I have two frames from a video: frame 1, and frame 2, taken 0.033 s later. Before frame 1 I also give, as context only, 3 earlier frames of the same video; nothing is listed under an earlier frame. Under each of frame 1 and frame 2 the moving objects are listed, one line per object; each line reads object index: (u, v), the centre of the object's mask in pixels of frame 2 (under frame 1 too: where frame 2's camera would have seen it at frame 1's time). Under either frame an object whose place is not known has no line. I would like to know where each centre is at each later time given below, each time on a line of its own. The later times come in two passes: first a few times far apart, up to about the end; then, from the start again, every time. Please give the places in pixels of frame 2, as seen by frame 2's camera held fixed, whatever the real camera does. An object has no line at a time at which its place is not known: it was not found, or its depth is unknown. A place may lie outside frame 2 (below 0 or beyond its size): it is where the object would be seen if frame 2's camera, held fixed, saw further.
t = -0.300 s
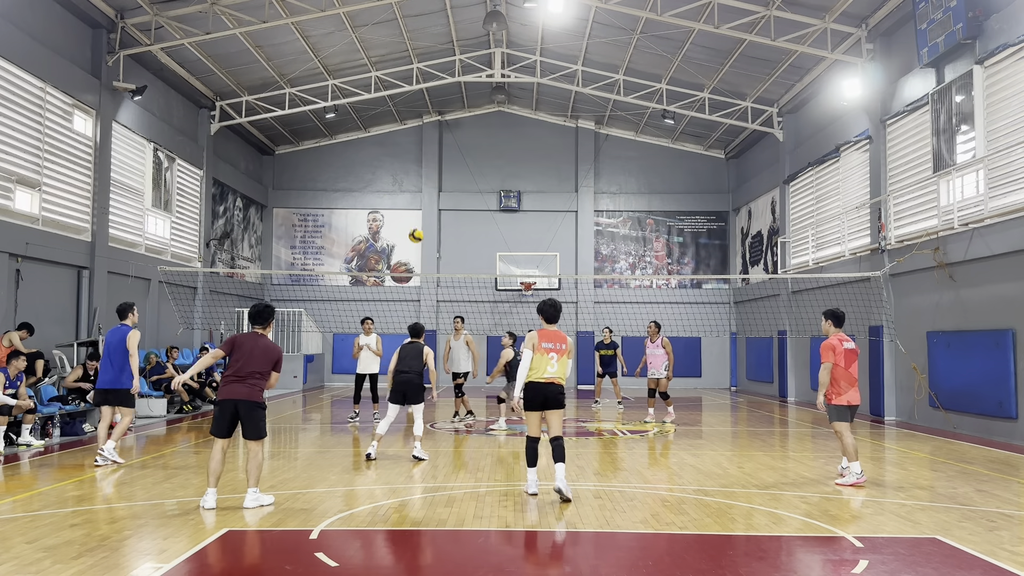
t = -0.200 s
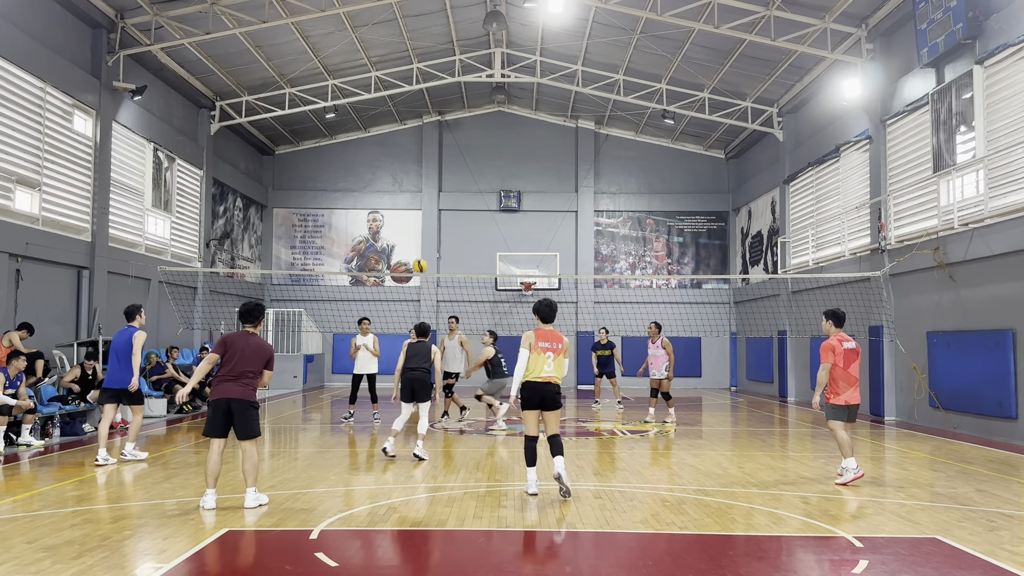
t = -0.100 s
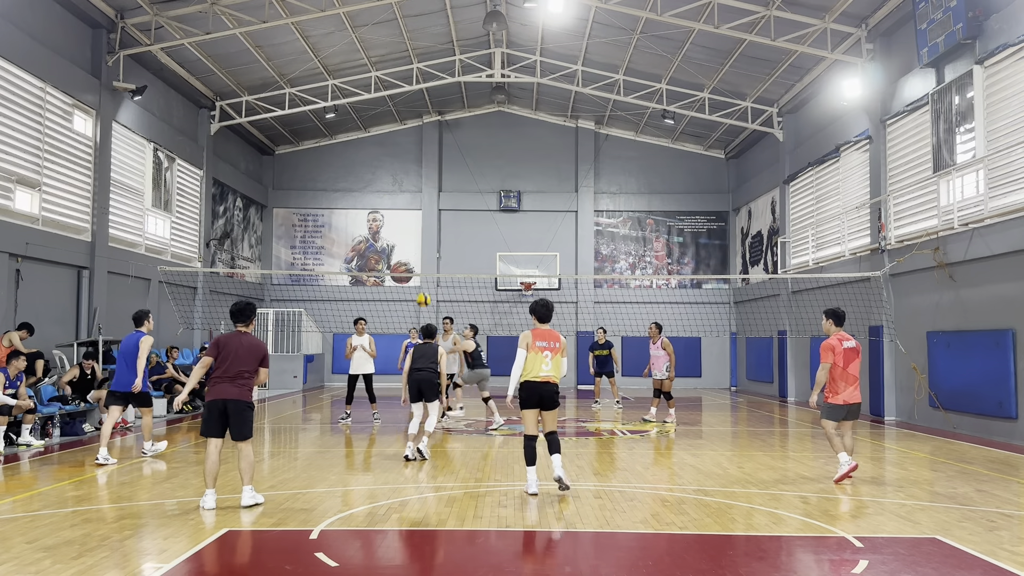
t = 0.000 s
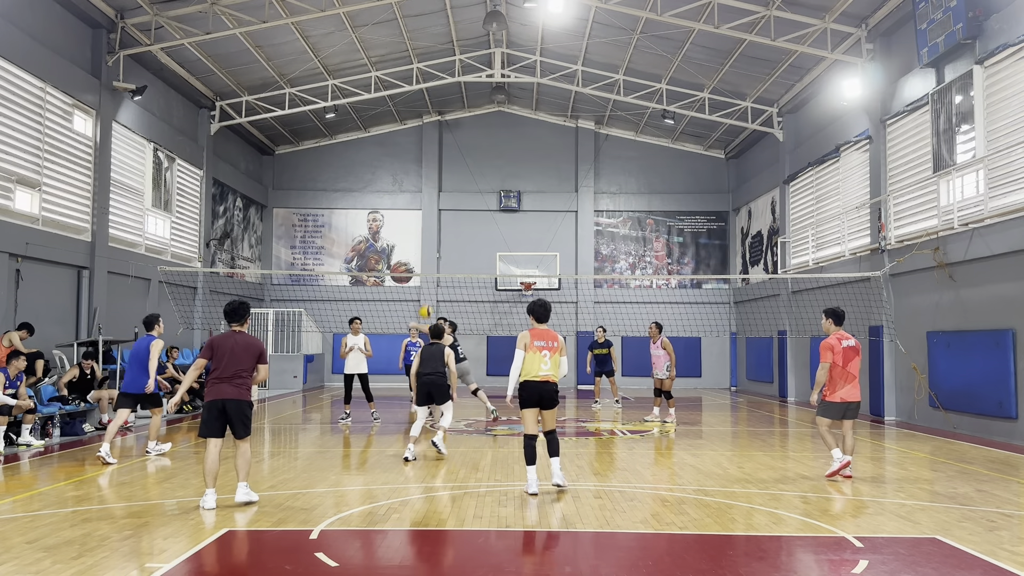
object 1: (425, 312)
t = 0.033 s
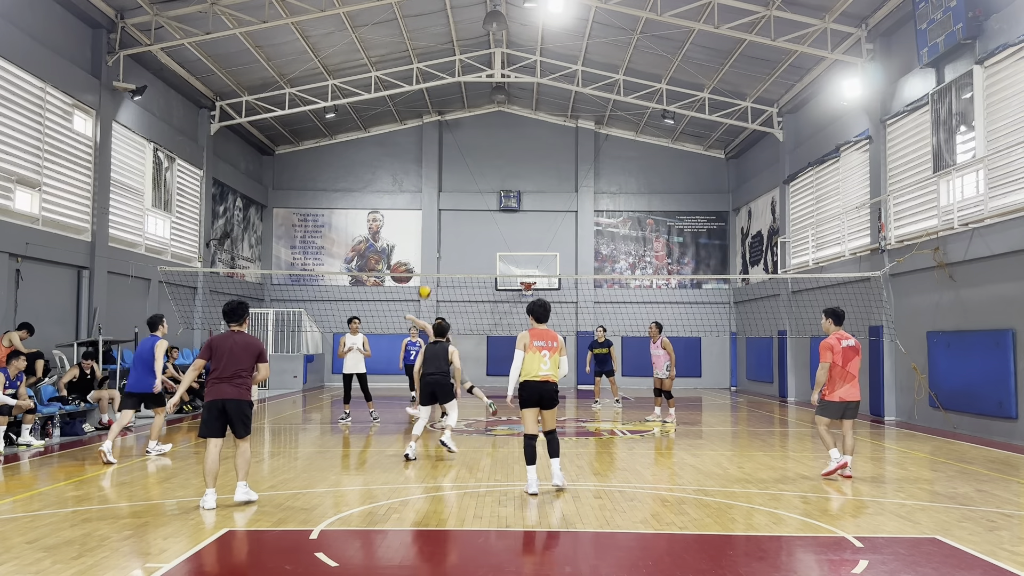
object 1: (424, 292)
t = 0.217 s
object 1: (424, 200)
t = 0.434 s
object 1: (424, 120)
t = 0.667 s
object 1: (423, 68)
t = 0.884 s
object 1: (423, 51)
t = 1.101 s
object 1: (423, 64)
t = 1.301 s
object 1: (423, 105)
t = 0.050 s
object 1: (425, 283)
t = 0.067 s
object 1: (425, 273)
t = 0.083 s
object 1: (425, 264)
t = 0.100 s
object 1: (425, 256)
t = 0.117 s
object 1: (425, 247)
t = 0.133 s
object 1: (424, 239)
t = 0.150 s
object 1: (424, 231)
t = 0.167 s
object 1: (424, 223)
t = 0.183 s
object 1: (424, 215)
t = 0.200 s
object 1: (424, 207)
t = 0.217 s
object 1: (424, 200)
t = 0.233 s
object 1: (424, 193)
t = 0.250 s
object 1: (424, 186)
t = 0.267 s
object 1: (424, 179)
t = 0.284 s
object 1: (424, 172)
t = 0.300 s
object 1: (424, 165)
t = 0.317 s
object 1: (424, 159)
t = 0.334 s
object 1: (424, 153)
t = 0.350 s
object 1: (424, 147)
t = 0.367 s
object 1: (423, 141)
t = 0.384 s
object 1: (424, 136)
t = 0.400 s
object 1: (424, 130)
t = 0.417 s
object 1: (424, 125)
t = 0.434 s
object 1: (424, 120)
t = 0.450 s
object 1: (424, 115)
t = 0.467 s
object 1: (424, 111)
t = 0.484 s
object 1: (424, 106)
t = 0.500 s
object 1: (424, 102)
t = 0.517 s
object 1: (424, 97)
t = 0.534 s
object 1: (424, 94)
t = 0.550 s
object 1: (424, 90)
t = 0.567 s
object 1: (424, 86)
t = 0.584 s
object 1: (424, 83)
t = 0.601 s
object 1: (424, 79)
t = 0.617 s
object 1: (423, 77)
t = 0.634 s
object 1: (423, 74)
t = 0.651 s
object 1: (423, 71)
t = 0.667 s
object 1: (423, 68)
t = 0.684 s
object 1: (423, 65)
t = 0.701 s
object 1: (424, 63)
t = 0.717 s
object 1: (424, 61)
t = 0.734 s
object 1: (424, 59)
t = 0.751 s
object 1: (424, 58)
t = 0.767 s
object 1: (423, 56)
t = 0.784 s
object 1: (423, 55)
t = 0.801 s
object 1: (423, 54)
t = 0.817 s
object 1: (424, 53)
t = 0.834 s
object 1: (424, 52)
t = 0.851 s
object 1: (424, 51)
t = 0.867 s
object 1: (424, 51)
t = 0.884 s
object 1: (423, 51)
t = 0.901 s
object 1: (423, 51)
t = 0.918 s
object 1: (423, 51)
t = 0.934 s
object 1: (424, 51)
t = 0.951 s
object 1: (423, 52)
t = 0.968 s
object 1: (423, 52)
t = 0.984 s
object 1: (423, 53)
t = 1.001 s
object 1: (423, 54)
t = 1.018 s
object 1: (423, 56)
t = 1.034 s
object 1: (423, 57)
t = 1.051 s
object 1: (423, 59)
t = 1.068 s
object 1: (423, 60)
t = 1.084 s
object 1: (423, 62)
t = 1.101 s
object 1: (423, 64)
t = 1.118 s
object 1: (423, 67)
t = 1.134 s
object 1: (423, 69)
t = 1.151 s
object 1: (423, 72)
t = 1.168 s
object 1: (423, 75)
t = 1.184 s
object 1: (423, 78)
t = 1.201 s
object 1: (423, 81)
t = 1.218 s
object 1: (423, 85)
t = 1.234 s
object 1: (423, 88)
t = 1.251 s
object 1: (423, 92)
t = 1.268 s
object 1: (423, 96)
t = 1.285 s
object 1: (423, 100)
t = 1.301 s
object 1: (423, 105)
